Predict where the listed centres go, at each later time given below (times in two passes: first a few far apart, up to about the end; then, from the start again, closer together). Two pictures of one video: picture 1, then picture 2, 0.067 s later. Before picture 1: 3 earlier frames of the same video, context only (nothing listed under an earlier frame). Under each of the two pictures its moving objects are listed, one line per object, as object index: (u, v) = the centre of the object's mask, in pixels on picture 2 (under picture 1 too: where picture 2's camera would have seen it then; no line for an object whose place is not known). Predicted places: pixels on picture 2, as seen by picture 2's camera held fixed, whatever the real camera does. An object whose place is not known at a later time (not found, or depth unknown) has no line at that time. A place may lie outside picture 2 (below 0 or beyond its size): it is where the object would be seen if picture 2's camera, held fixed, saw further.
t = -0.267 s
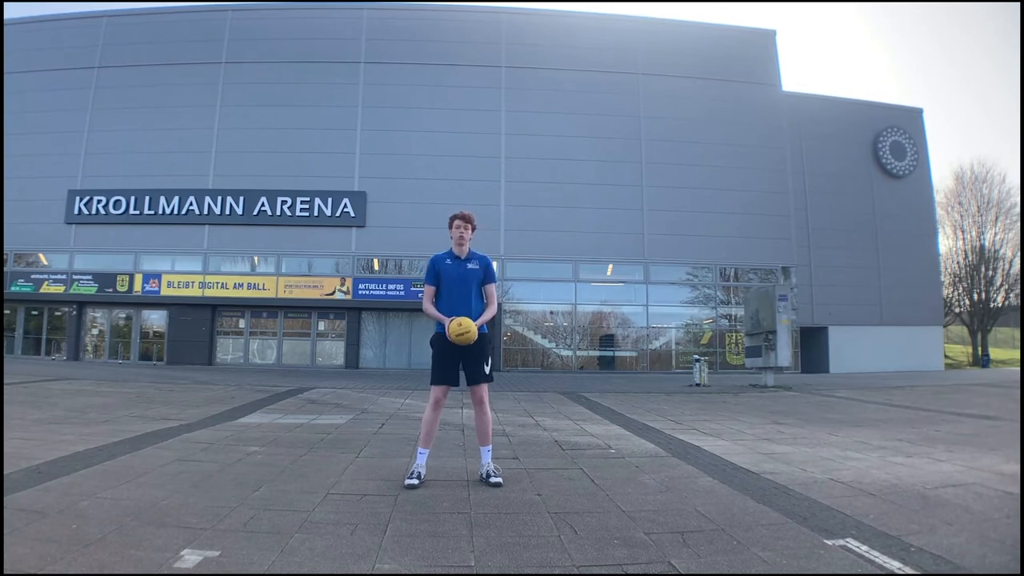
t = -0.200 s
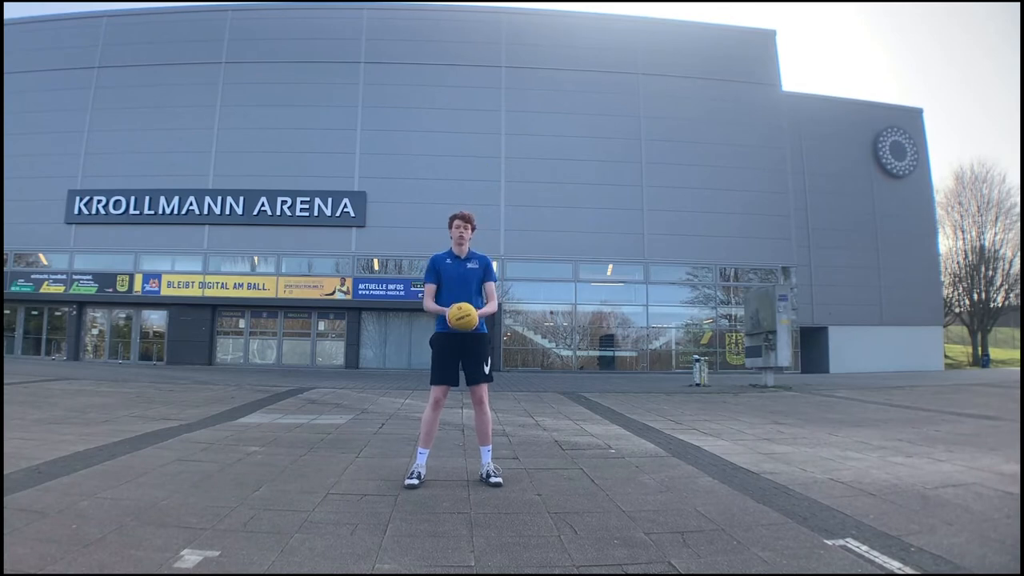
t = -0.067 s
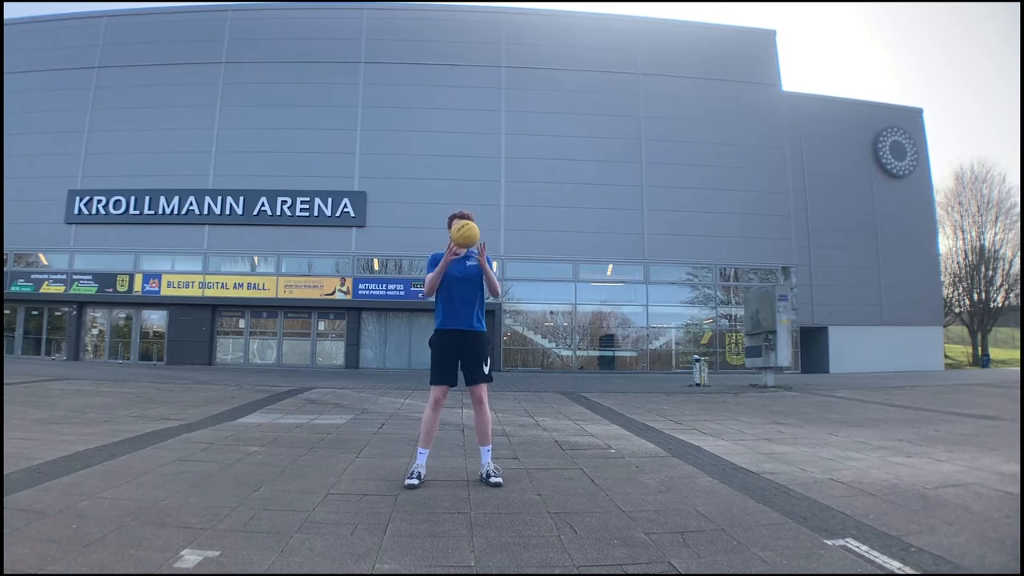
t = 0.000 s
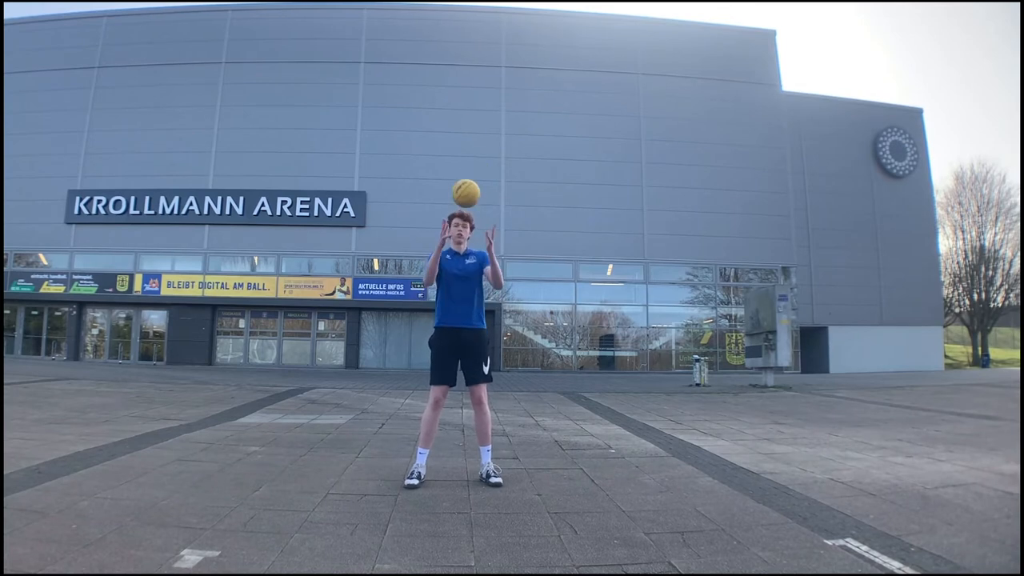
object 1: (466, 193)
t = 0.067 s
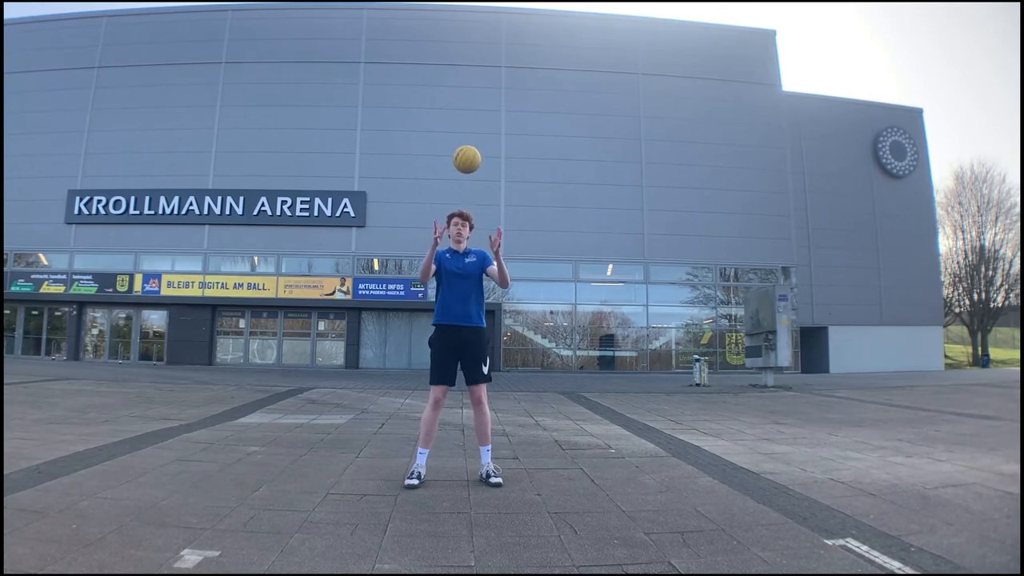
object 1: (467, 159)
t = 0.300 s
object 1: (469, 91)
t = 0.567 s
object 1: (469, 94)
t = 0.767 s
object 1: (467, 151)
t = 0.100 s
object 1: (467, 145)
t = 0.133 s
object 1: (468, 132)
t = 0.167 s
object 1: (468, 121)
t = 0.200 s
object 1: (468, 111)
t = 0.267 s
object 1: (468, 96)
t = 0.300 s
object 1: (469, 91)
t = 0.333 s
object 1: (469, 87)
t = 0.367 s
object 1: (469, 84)
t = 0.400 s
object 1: (469, 83)
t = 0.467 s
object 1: (469, 83)
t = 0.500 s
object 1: (469, 85)
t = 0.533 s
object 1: (469, 89)
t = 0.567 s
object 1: (469, 94)
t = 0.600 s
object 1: (468, 100)
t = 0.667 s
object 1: (468, 116)
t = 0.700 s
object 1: (468, 127)
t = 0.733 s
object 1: (467, 138)
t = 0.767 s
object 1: (467, 151)
